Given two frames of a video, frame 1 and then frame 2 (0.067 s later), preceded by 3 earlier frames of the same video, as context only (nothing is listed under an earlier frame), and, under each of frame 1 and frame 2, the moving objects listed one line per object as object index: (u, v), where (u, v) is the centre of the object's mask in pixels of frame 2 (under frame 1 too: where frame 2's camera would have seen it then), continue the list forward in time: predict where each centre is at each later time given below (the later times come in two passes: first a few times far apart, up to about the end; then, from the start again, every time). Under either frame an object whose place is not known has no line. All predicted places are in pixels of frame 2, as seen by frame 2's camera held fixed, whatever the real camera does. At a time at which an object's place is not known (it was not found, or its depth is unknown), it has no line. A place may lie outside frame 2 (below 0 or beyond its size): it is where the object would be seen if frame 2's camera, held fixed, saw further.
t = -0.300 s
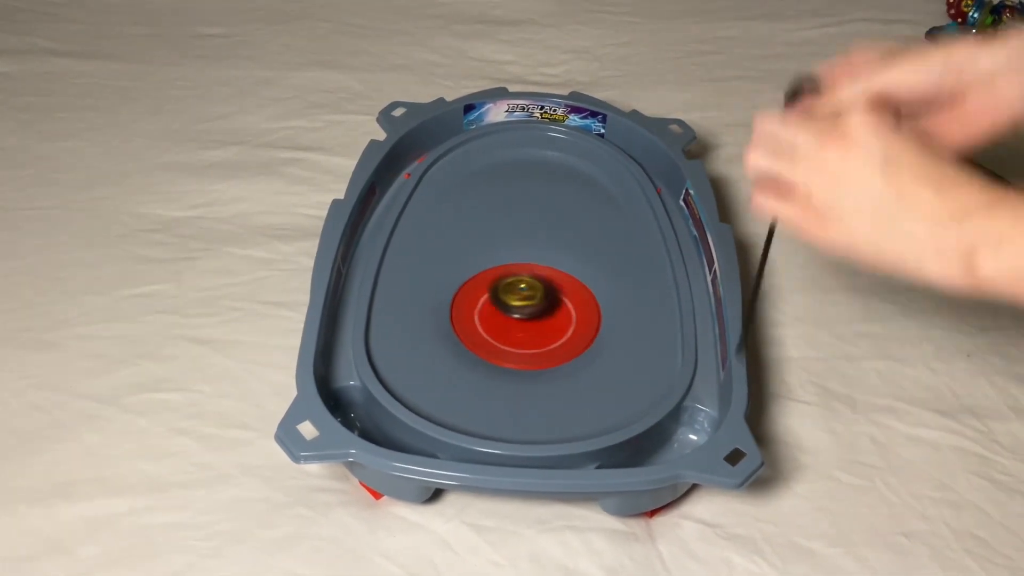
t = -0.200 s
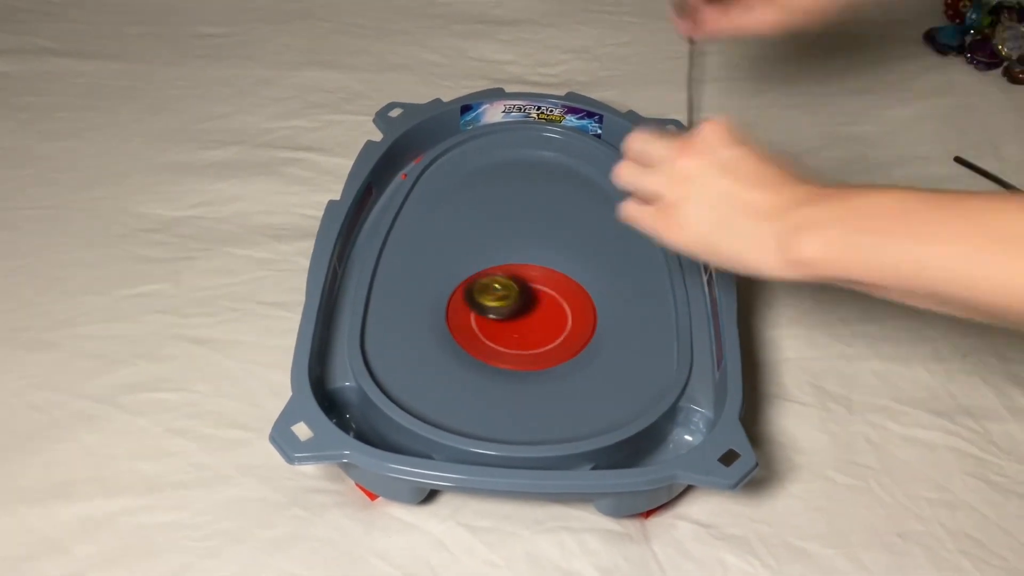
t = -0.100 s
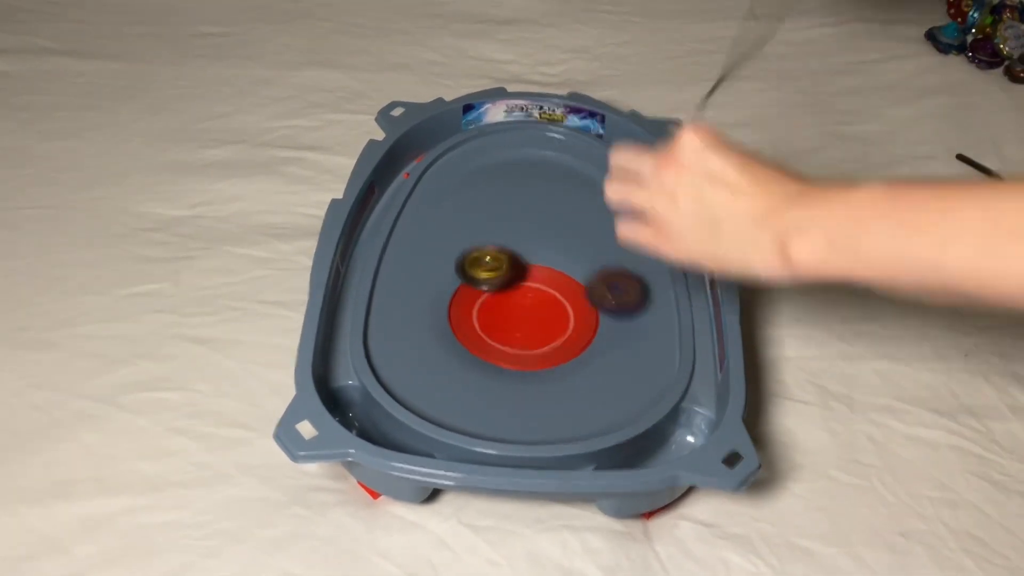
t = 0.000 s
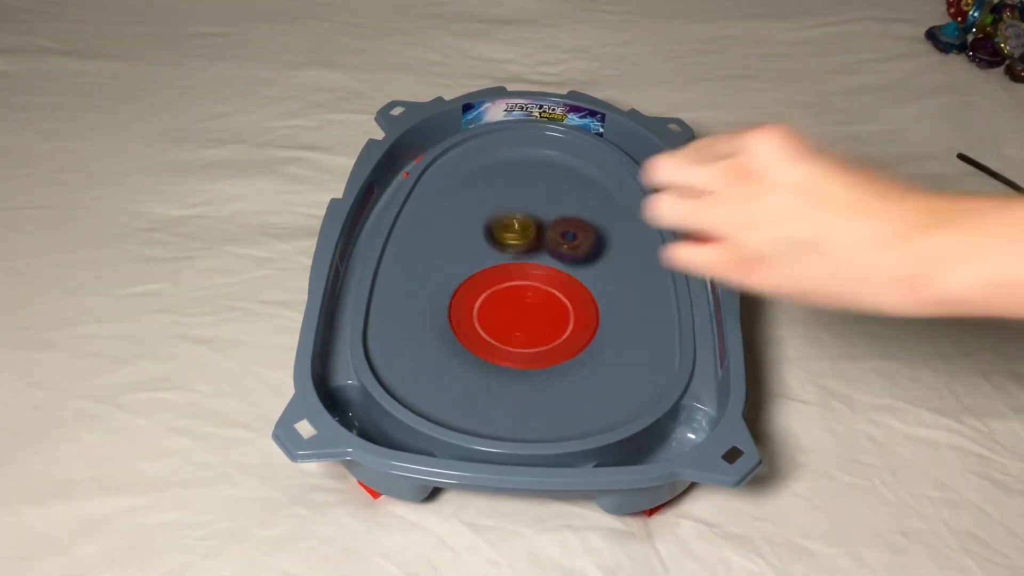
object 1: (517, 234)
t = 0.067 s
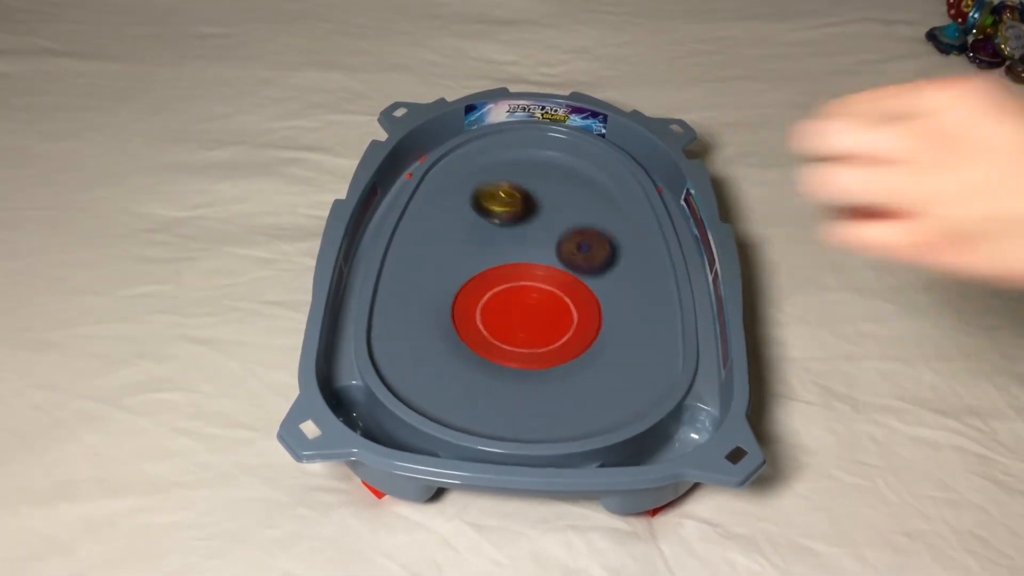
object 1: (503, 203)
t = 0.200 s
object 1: (454, 172)
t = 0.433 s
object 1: (422, 197)
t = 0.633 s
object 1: (402, 246)
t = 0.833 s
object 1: (405, 219)
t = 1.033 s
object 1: (464, 167)
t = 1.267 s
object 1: (529, 142)
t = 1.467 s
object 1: (563, 146)
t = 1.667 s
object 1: (572, 152)
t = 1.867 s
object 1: (581, 157)
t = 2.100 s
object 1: (620, 180)
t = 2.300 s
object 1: (630, 207)
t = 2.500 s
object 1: (661, 251)
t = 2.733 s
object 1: (673, 302)
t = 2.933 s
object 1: (672, 335)
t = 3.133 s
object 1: (653, 351)
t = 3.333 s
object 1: (618, 353)
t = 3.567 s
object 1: (564, 324)
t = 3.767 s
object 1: (432, 263)
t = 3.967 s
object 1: (422, 246)
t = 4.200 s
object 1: (427, 279)
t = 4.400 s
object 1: (501, 322)
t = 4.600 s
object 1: (540, 299)
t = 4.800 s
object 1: (545, 330)
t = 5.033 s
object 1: (447, 309)
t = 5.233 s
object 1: (524, 263)
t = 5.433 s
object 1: (650, 220)
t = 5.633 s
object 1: (642, 211)
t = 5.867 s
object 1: (625, 227)
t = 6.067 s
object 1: (609, 251)
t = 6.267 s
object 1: (563, 279)
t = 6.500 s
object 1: (502, 369)
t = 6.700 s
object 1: (530, 401)
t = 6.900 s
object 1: (568, 394)
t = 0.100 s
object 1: (493, 193)
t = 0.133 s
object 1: (482, 184)
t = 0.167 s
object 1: (469, 177)
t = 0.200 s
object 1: (454, 172)
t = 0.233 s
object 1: (441, 166)
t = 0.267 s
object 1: (435, 166)
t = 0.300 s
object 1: (434, 172)
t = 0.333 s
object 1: (431, 177)
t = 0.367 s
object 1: (427, 183)
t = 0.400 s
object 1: (425, 190)
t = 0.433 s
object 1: (422, 197)
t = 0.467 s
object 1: (418, 205)
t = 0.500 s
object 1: (413, 213)
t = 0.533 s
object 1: (409, 220)
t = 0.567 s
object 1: (406, 229)
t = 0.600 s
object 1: (404, 238)
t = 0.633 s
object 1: (402, 246)
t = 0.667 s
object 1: (403, 254)
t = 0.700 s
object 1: (406, 263)
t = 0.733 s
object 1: (412, 272)
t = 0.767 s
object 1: (400, 255)
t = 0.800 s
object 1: (389, 230)
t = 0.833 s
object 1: (405, 219)
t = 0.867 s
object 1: (418, 213)
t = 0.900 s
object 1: (430, 202)
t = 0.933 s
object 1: (441, 194)
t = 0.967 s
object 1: (449, 185)
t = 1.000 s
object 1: (456, 177)
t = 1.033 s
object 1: (464, 167)
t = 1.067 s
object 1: (472, 156)
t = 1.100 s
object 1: (481, 149)
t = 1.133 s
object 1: (491, 147)
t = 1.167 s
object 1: (502, 148)
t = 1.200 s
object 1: (512, 147)
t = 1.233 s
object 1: (521, 144)
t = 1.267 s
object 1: (529, 142)
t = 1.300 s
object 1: (534, 142)
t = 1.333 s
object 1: (538, 146)
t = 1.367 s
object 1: (544, 148)
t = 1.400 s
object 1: (551, 147)
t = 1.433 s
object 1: (558, 146)
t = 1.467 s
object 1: (563, 146)
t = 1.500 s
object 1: (565, 149)
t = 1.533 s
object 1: (567, 150)
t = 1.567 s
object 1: (570, 151)
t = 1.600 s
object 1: (574, 151)
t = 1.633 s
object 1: (574, 151)
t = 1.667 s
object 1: (572, 152)
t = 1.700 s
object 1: (572, 152)
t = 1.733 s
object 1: (575, 152)
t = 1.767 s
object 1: (577, 152)
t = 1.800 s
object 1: (576, 154)
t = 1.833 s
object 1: (577, 154)
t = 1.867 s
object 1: (581, 157)
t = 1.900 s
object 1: (588, 159)
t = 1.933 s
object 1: (597, 161)
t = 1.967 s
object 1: (602, 164)
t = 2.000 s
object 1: (603, 168)
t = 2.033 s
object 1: (606, 171)
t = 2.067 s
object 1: (611, 175)
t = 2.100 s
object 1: (620, 180)
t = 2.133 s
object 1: (625, 185)
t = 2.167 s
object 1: (626, 189)
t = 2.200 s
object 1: (624, 191)
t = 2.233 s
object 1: (624, 195)
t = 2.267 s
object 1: (626, 200)
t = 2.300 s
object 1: (630, 207)
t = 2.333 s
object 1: (634, 215)
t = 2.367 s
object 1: (638, 223)
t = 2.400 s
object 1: (643, 230)
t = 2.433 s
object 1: (648, 237)
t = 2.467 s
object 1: (654, 244)
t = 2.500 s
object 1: (661, 251)
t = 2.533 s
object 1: (667, 258)
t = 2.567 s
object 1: (665, 266)
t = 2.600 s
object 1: (663, 273)
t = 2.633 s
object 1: (664, 281)
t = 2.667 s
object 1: (666, 288)
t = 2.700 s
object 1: (670, 296)
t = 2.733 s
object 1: (673, 302)
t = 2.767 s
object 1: (670, 309)
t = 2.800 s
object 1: (668, 315)
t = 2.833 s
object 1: (668, 320)
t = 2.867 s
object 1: (669, 325)
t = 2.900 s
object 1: (670, 330)
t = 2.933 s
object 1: (672, 335)
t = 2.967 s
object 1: (672, 338)
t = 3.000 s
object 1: (668, 342)
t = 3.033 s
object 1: (664, 345)
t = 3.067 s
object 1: (660, 347)
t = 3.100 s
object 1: (657, 349)
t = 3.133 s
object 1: (653, 351)
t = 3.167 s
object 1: (648, 352)
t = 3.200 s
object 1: (643, 353)
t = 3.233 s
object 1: (637, 354)
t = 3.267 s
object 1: (632, 354)
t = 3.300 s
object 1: (625, 354)
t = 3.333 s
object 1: (618, 353)
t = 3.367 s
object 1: (610, 351)
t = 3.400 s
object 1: (602, 350)
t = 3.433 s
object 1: (594, 347)
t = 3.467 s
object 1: (586, 342)
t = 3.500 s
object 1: (580, 336)
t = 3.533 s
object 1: (574, 329)
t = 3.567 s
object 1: (564, 324)
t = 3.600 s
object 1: (546, 319)
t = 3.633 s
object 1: (523, 316)
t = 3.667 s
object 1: (496, 309)
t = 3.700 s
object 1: (469, 295)
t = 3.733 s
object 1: (449, 277)
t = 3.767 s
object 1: (432, 263)
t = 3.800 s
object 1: (418, 253)
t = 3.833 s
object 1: (406, 245)
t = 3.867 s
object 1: (400, 241)
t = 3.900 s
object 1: (407, 242)
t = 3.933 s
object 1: (415, 244)
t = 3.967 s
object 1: (422, 246)
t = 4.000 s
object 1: (426, 250)
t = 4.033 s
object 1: (429, 255)
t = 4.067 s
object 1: (430, 258)
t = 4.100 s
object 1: (430, 263)
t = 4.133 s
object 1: (428, 268)
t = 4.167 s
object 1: (427, 273)
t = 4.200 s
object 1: (427, 279)
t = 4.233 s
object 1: (430, 284)
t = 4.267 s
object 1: (435, 289)
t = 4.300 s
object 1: (444, 297)
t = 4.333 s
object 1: (457, 307)
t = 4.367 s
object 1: (479, 318)
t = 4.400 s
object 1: (501, 322)
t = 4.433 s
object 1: (517, 322)
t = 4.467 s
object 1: (529, 317)
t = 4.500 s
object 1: (536, 311)
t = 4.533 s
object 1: (538, 305)
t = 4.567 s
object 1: (538, 301)
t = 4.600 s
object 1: (540, 299)
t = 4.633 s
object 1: (544, 299)
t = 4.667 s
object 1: (549, 303)
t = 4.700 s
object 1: (553, 309)
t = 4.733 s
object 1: (555, 317)
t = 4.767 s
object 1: (551, 323)
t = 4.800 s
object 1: (545, 330)
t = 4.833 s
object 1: (534, 336)
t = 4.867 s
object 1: (518, 340)
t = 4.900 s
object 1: (500, 339)
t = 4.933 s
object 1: (482, 335)
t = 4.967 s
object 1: (465, 325)
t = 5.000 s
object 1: (453, 317)
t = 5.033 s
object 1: (447, 309)
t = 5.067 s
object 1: (450, 303)
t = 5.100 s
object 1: (455, 299)
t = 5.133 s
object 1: (466, 294)
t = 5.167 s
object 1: (481, 287)
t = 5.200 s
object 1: (501, 275)
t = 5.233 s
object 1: (524, 263)
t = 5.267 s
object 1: (552, 251)
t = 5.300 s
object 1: (582, 241)
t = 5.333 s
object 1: (607, 233)
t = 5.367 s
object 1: (626, 229)
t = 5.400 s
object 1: (640, 225)
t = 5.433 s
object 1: (650, 220)
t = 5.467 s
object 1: (655, 216)
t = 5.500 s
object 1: (653, 214)
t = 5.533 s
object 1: (650, 213)
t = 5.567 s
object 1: (648, 211)
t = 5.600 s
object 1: (645, 211)
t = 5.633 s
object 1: (642, 211)
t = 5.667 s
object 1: (639, 212)
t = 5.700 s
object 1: (637, 212)
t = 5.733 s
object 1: (635, 214)
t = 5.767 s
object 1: (632, 216)
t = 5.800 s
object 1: (630, 220)
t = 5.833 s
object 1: (628, 223)
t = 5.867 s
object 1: (625, 227)
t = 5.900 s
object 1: (623, 231)
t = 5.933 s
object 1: (621, 235)
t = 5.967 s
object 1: (619, 239)
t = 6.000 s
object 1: (616, 243)
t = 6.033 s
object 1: (613, 248)
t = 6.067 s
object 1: (609, 251)
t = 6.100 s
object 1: (603, 255)
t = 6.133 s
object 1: (594, 258)
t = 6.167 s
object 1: (584, 261)
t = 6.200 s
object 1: (574, 264)
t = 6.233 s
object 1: (567, 270)
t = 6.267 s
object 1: (563, 279)
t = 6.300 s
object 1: (561, 293)
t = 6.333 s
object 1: (560, 310)
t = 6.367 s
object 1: (554, 329)
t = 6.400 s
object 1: (542, 346)
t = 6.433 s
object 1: (526, 355)
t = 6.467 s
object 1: (514, 362)
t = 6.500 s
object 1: (502, 369)
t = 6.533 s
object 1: (498, 374)
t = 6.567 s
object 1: (501, 381)
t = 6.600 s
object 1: (506, 387)
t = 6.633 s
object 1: (513, 393)
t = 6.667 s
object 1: (521, 398)
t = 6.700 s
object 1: (530, 401)
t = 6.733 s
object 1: (537, 402)
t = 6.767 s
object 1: (545, 402)
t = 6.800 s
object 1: (551, 402)
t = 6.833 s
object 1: (557, 400)
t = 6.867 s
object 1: (563, 397)
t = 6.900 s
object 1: (568, 394)
